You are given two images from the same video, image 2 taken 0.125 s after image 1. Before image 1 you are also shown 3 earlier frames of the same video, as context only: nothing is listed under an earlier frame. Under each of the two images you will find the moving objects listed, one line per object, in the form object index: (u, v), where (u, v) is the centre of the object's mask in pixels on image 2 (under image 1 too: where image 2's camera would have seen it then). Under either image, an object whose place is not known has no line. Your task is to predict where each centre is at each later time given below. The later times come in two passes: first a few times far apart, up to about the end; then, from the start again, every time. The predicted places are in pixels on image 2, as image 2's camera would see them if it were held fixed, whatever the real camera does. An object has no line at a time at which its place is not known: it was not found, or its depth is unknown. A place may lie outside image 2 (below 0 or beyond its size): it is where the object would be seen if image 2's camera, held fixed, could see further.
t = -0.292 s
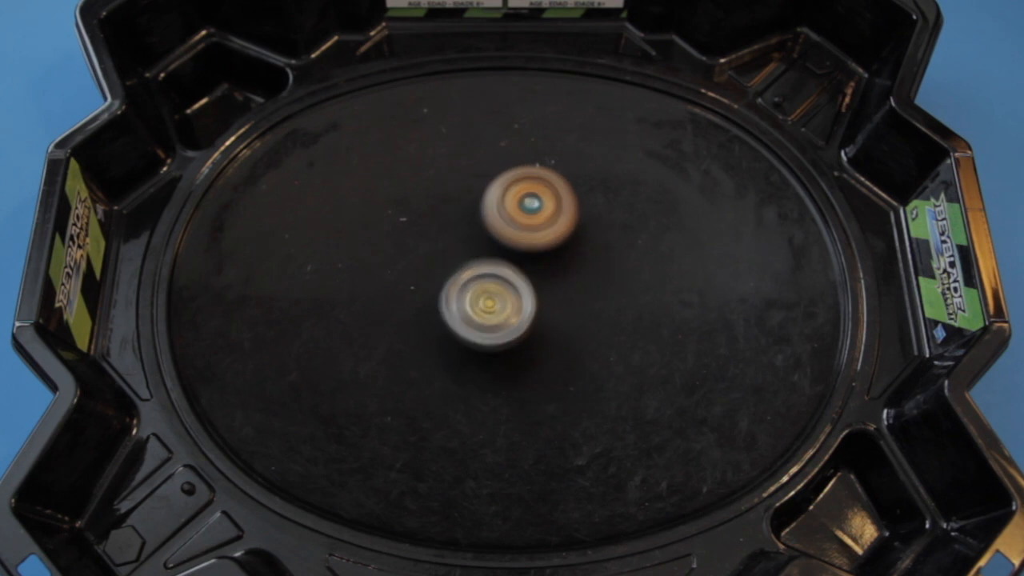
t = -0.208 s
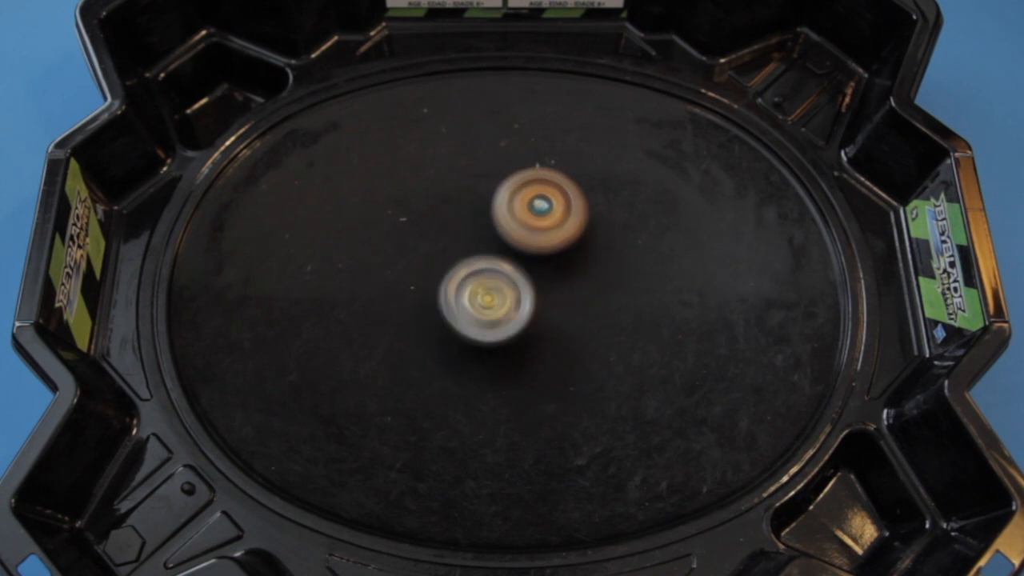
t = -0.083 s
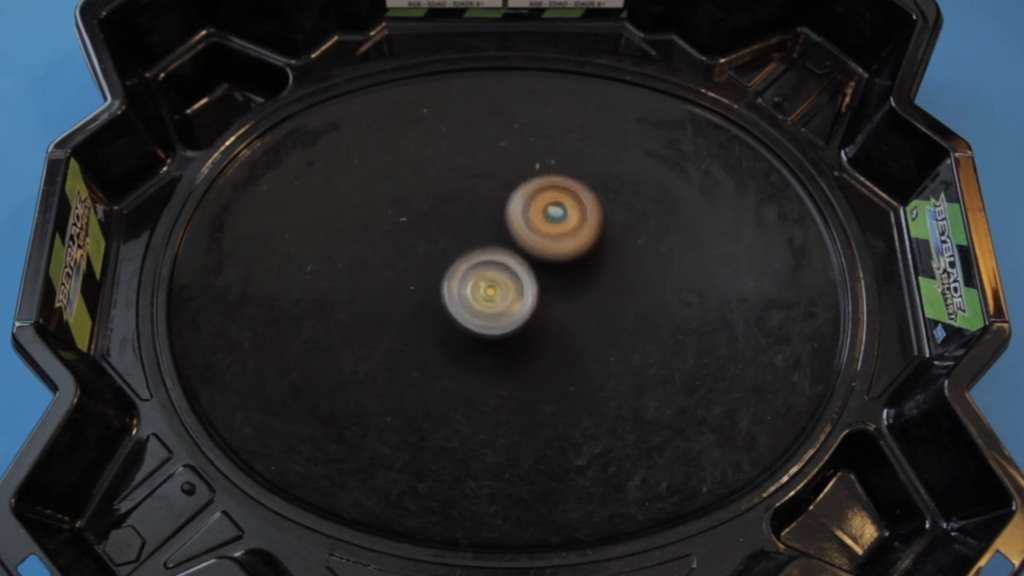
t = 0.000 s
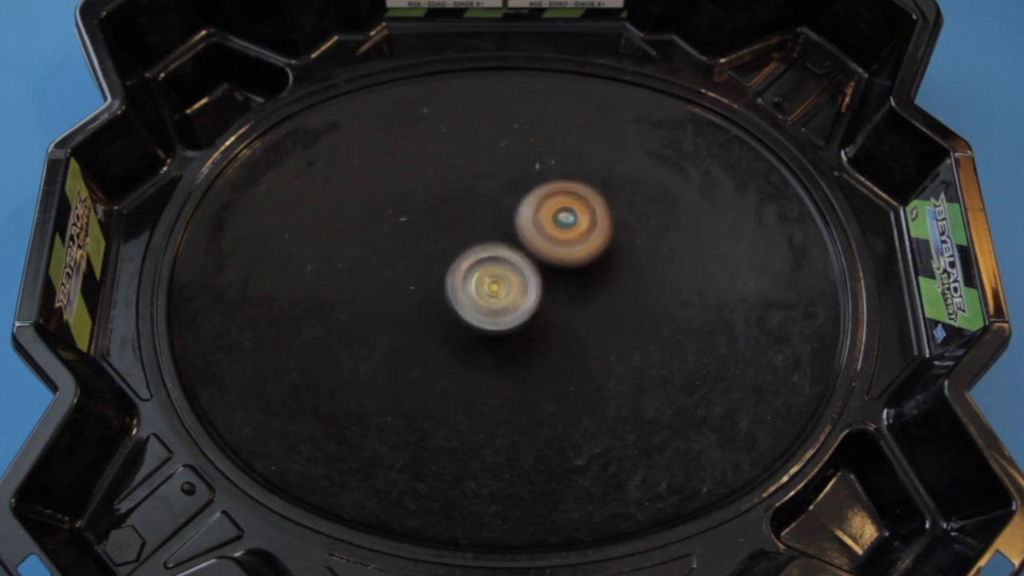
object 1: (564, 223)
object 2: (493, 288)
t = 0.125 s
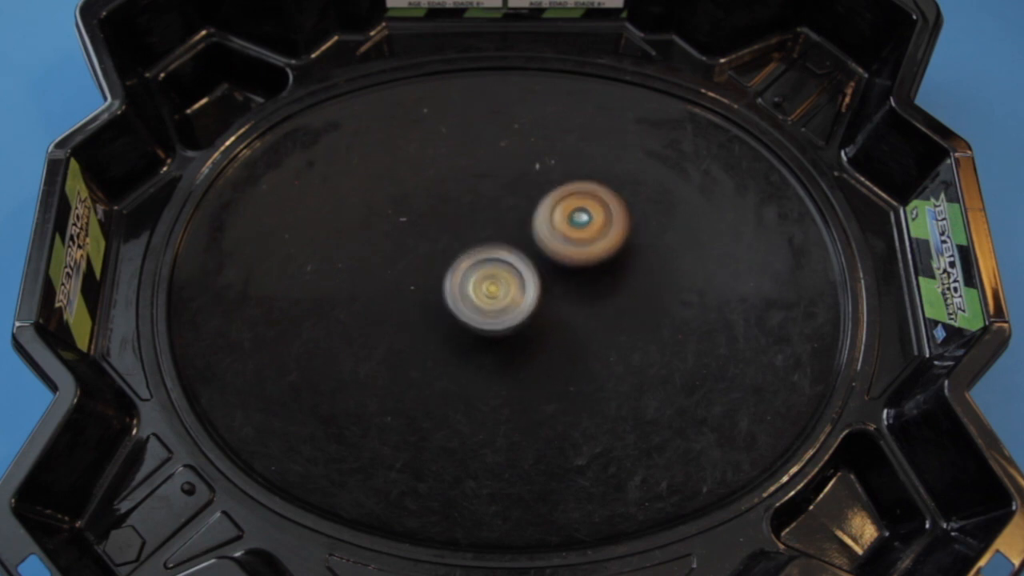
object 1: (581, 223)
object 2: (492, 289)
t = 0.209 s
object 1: (590, 224)
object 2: (493, 291)
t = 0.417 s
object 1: (601, 231)
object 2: (498, 295)
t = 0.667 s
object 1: (601, 257)
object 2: (499, 298)
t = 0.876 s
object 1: (604, 285)
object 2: (498, 298)
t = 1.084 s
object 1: (612, 308)
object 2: (498, 294)
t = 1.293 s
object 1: (611, 318)
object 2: (500, 288)
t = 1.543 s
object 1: (599, 323)
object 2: (496, 281)
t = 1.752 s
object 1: (587, 330)
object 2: (495, 274)
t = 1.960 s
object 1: (577, 337)
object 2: (489, 264)
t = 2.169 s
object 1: (557, 339)
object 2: (495, 260)
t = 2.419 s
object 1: (541, 350)
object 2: (499, 257)
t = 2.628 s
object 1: (536, 361)
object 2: (494, 246)
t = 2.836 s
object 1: (531, 356)
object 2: (489, 252)
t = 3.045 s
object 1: (526, 355)
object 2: (490, 243)
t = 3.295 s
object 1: (512, 359)
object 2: (491, 235)
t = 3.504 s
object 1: (500, 349)
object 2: (499, 250)
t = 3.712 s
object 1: (484, 355)
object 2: (504, 244)
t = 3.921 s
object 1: (468, 352)
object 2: (505, 257)
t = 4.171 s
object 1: (463, 349)
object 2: (508, 255)
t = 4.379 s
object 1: (457, 339)
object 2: (513, 256)
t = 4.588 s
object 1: (443, 340)
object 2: (523, 253)
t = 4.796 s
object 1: (442, 333)
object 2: (527, 265)
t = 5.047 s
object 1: (424, 326)
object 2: (535, 273)
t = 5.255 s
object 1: (418, 317)
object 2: (530, 279)
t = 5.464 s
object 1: (422, 303)
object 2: (522, 281)
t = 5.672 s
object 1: (410, 287)
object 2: (527, 281)
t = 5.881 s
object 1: (411, 277)
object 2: (528, 283)
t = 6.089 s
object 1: (428, 265)
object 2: (526, 286)
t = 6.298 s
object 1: (399, 242)
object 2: (561, 304)
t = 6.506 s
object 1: (407, 240)
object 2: (559, 309)
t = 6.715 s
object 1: (461, 253)
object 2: (550, 302)
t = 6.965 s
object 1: (475, 242)
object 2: (567, 299)
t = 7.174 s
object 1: (484, 242)
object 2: (568, 295)
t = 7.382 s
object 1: (485, 247)
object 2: (569, 301)
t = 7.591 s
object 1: (477, 246)
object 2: (567, 310)
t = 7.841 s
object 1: (478, 250)
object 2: (562, 308)
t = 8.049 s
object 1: (480, 252)
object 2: (564, 307)
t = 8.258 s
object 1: (483, 252)
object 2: (567, 309)
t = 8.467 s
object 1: (477, 260)
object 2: (565, 314)
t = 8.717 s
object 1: (473, 261)
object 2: (567, 316)
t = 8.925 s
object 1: (475, 265)
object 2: (571, 316)
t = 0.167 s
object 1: (586, 225)
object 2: (492, 290)
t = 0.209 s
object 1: (590, 224)
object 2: (493, 291)
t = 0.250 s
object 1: (594, 225)
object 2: (494, 292)
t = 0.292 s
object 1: (597, 226)
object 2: (496, 293)
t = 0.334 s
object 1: (599, 226)
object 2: (497, 293)
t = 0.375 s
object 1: (600, 228)
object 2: (498, 294)
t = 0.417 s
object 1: (601, 231)
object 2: (498, 295)
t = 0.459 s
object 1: (601, 233)
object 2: (499, 296)
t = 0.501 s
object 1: (601, 237)
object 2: (499, 296)
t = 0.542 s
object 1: (602, 241)
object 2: (500, 297)
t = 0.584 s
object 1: (600, 246)
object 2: (499, 297)
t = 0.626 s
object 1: (601, 251)
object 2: (499, 298)
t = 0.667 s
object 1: (601, 257)
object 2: (499, 298)
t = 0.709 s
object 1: (600, 263)
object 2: (499, 299)
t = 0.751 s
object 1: (601, 268)
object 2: (499, 298)
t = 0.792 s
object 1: (602, 274)
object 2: (498, 298)
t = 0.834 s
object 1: (603, 280)
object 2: (498, 298)
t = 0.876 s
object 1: (604, 285)
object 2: (498, 298)
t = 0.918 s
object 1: (606, 290)
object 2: (498, 297)
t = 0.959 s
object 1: (607, 296)
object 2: (497, 296)
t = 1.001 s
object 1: (608, 300)
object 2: (497, 296)
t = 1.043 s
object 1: (610, 304)
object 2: (497, 295)
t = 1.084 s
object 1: (612, 308)
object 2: (498, 294)
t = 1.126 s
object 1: (613, 310)
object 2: (498, 292)
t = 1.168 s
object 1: (614, 313)
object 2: (498, 291)
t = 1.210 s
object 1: (614, 316)
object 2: (499, 291)
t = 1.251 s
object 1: (612, 317)
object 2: (500, 290)
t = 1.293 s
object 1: (611, 318)
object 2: (500, 288)
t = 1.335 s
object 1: (609, 319)
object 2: (500, 288)
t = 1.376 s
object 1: (606, 319)
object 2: (501, 288)
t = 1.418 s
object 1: (602, 320)
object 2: (502, 287)
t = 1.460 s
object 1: (603, 322)
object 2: (501, 285)
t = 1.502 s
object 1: (602, 321)
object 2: (497, 282)
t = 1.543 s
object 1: (599, 323)
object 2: (496, 281)
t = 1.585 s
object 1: (599, 326)
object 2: (496, 280)
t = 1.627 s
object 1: (595, 325)
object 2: (496, 278)
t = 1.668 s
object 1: (591, 327)
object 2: (495, 278)
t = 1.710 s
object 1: (588, 328)
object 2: (496, 277)
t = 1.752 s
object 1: (587, 330)
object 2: (495, 274)
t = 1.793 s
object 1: (588, 330)
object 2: (491, 270)
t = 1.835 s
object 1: (584, 333)
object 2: (490, 269)
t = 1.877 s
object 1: (582, 336)
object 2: (490, 267)
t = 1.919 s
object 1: (581, 336)
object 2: (489, 265)
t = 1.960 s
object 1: (577, 337)
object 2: (489, 264)
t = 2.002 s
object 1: (574, 338)
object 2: (490, 263)
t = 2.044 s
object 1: (571, 338)
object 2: (491, 262)
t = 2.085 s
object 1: (565, 339)
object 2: (492, 261)
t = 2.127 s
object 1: (562, 339)
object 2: (494, 261)
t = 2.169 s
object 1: (557, 339)
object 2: (495, 260)
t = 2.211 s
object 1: (556, 342)
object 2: (494, 257)
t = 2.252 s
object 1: (554, 343)
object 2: (495, 256)
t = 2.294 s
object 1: (550, 346)
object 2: (497, 256)
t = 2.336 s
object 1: (547, 349)
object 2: (497, 256)
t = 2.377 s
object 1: (545, 349)
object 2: (498, 256)
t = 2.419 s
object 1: (541, 350)
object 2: (499, 257)
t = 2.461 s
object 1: (538, 351)
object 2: (499, 258)
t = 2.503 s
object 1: (537, 352)
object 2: (499, 259)
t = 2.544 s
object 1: (539, 359)
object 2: (498, 251)
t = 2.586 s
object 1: (539, 359)
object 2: (496, 247)
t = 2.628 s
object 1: (536, 361)
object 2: (494, 246)
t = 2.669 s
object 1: (535, 363)
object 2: (493, 246)
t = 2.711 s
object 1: (536, 362)
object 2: (491, 247)
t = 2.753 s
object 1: (532, 361)
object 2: (490, 249)
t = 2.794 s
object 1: (532, 359)
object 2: (490, 251)
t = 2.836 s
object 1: (531, 356)
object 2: (489, 252)
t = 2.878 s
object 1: (526, 353)
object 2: (489, 254)
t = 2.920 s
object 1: (524, 351)
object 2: (489, 256)
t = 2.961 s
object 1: (522, 349)
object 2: (490, 257)
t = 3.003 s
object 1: (521, 351)
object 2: (491, 252)
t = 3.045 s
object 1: (526, 355)
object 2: (490, 243)
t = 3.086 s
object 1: (524, 355)
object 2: (489, 239)
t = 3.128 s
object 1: (520, 356)
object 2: (488, 236)
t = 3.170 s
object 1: (518, 359)
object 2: (487, 235)
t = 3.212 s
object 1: (517, 358)
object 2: (489, 235)
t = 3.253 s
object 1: (513, 358)
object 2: (490, 235)
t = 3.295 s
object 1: (512, 359)
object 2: (491, 235)
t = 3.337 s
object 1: (512, 357)
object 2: (493, 238)
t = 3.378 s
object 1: (508, 354)
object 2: (494, 241)
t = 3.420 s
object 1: (505, 353)
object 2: (496, 244)
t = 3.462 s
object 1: (503, 350)
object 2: (497, 247)
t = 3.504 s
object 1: (500, 349)
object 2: (499, 250)
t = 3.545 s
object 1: (498, 354)
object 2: (500, 245)
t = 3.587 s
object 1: (496, 355)
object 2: (503, 240)
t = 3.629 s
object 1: (490, 353)
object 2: (504, 239)
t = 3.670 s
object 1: (486, 355)
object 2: (505, 242)
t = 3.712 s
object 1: (484, 355)
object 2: (504, 244)
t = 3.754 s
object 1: (481, 353)
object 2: (503, 248)
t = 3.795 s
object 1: (477, 353)
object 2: (504, 251)
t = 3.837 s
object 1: (474, 351)
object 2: (503, 254)
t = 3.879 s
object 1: (473, 350)
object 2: (503, 257)
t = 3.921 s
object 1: (468, 352)
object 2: (505, 257)
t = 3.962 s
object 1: (469, 356)
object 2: (509, 254)
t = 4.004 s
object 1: (469, 352)
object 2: (510, 253)
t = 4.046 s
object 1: (464, 351)
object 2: (509, 253)
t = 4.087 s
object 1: (463, 353)
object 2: (508, 254)
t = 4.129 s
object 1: (464, 352)
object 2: (509, 255)
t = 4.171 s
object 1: (463, 349)
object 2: (508, 255)
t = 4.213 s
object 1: (461, 347)
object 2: (508, 256)
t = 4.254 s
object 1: (461, 346)
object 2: (508, 257)
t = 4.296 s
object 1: (461, 342)
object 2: (508, 257)
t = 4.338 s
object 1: (458, 341)
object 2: (512, 256)
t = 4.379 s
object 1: (457, 339)
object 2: (513, 256)
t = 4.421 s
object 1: (454, 341)
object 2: (517, 253)
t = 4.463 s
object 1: (452, 342)
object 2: (522, 251)
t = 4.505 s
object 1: (450, 339)
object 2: (522, 251)
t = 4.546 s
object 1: (445, 339)
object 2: (521, 251)
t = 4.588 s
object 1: (443, 340)
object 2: (523, 253)
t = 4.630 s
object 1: (444, 340)
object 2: (524, 254)
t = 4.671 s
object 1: (441, 338)
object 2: (525, 256)
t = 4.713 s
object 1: (441, 338)
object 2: (526, 259)
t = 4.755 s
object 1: (442, 337)
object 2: (527, 263)
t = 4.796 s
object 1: (442, 333)
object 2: (527, 265)
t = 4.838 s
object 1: (441, 331)
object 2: (527, 268)
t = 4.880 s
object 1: (441, 329)
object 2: (525, 271)
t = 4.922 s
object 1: (434, 332)
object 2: (531, 271)
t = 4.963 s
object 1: (431, 330)
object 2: (534, 269)
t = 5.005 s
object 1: (428, 328)
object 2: (535, 271)
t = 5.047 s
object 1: (424, 326)
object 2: (535, 273)
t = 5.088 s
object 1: (422, 324)
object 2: (535, 274)
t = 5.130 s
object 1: (420, 324)
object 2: (533, 275)
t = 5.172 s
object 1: (419, 321)
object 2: (532, 277)
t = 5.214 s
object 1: (419, 320)
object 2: (532, 278)
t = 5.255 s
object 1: (418, 317)
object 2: (530, 279)
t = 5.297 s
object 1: (419, 316)
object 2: (528, 281)
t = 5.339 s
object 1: (420, 312)
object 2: (527, 281)
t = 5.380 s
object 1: (421, 309)
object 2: (525, 282)
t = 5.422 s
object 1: (420, 306)
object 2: (523, 281)
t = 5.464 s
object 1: (422, 303)
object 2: (522, 281)
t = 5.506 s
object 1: (416, 301)
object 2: (526, 281)
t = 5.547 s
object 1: (415, 295)
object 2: (526, 282)
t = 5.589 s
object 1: (412, 291)
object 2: (526, 281)
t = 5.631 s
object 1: (409, 289)
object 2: (527, 281)
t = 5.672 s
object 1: (410, 287)
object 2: (527, 281)
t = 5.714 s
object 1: (408, 284)
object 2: (527, 281)
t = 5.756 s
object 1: (407, 282)
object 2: (528, 281)
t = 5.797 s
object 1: (409, 280)
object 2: (528, 282)
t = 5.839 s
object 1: (409, 278)
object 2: (528, 282)
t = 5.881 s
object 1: (411, 277)
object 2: (528, 283)
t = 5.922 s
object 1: (415, 276)
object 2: (527, 284)
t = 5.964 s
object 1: (419, 272)
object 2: (527, 284)
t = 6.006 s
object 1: (421, 270)
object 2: (527, 284)
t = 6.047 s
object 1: (423, 268)
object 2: (526, 286)
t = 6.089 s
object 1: (428, 265)
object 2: (526, 286)
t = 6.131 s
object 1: (417, 259)
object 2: (536, 292)
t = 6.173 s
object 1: (408, 251)
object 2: (550, 297)
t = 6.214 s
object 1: (403, 246)
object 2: (558, 299)
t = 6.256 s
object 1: (399, 243)
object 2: (561, 303)
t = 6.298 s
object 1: (399, 242)
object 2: (561, 304)
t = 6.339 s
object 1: (400, 240)
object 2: (563, 304)
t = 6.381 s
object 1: (400, 239)
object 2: (564, 306)
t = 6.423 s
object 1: (401, 239)
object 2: (563, 308)
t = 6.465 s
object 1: (403, 240)
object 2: (561, 309)
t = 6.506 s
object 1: (407, 240)
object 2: (559, 309)
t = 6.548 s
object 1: (413, 244)
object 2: (557, 309)
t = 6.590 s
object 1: (422, 246)
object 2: (554, 307)
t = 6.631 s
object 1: (434, 250)
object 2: (551, 306)
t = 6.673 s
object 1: (448, 253)
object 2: (549, 303)
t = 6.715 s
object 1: (461, 253)
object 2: (550, 302)
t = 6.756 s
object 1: (464, 251)
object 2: (557, 304)
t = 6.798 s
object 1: (468, 248)
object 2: (559, 305)
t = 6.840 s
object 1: (470, 246)
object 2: (560, 304)
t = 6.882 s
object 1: (470, 244)
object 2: (564, 300)
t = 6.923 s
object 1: (472, 244)
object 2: (565, 299)
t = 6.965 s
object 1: (475, 242)
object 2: (567, 299)
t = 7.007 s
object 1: (478, 241)
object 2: (568, 297)
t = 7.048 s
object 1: (478, 239)
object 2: (569, 297)
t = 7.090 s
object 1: (479, 240)
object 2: (570, 296)
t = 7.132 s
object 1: (481, 240)
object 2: (569, 296)
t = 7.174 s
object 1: (484, 242)
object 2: (568, 295)
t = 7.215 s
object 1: (486, 241)
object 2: (568, 294)
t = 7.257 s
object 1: (483, 238)
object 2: (570, 297)
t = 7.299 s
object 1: (477, 239)
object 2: (572, 302)
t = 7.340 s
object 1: (478, 246)
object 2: (569, 302)
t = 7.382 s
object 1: (485, 247)
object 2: (569, 301)
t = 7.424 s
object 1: (487, 246)
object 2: (569, 302)
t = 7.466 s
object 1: (487, 244)
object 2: (567, 302)
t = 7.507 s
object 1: (485, 244)
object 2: (566, 303)
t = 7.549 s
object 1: (478, 242)
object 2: (568, 309)
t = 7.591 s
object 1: (477, 246)
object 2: (567, 310)
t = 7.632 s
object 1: (482, 248)
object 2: (563, 309)
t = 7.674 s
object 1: (485, 246)
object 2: (561, 308)
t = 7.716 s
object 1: (484, 245)
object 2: (560, 306)
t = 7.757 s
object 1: (477, 243)
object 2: (562, 308)
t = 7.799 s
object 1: (474, 247)
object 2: (563, 310)
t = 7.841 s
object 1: (478, 250)
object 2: (562, 308)
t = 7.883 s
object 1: (484, 247)
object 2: (562, 307)
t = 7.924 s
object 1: (483, 245)
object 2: (562, 305)
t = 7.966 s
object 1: (481, 246)
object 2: (563, 304)
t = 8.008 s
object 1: (478, 250)
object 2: (564, 305)
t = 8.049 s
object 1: (480, 252)
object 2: (564, 307)
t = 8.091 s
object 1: (477, 252)
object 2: (566, 309)
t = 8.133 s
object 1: (478, 254)
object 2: (566, 309)
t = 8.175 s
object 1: (481, 254)
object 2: (566, 309)
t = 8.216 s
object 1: (483, 252)
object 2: (567, 309)
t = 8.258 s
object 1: (483, 252)
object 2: (567, 309)
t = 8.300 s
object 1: (483, 254)
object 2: (565, 310)
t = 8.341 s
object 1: (483, 255)
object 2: (566, 310)
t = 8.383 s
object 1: (479, 255)
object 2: (567, 312)
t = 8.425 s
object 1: (478, 259)
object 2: (564, 312)
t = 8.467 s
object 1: (477, 260)
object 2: (565, 314)
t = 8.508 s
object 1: (478, 262)
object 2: (563, 314)
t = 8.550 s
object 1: (480, 262)
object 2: (561, 313)
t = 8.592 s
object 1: (480, 259)
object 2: (562, 313)
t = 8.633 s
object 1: (478, 259)
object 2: (562, 314)
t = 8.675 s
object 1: (478, 263)
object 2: (561, 312)
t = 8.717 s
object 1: (473, 261)
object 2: (567, 316)
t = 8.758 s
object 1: (467, 261)
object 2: (573, 321)
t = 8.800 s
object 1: (468, 266)
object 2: (574, 323)
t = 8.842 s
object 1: (474, 267)
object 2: (571, 322)
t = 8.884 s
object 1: (475, 266)
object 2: (570, 319)
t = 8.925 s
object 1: (475, 265)
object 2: (571, 316)
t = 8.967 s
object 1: (474, 266)
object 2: (573, 315)
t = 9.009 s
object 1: (477, 268)
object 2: (574, 313)
